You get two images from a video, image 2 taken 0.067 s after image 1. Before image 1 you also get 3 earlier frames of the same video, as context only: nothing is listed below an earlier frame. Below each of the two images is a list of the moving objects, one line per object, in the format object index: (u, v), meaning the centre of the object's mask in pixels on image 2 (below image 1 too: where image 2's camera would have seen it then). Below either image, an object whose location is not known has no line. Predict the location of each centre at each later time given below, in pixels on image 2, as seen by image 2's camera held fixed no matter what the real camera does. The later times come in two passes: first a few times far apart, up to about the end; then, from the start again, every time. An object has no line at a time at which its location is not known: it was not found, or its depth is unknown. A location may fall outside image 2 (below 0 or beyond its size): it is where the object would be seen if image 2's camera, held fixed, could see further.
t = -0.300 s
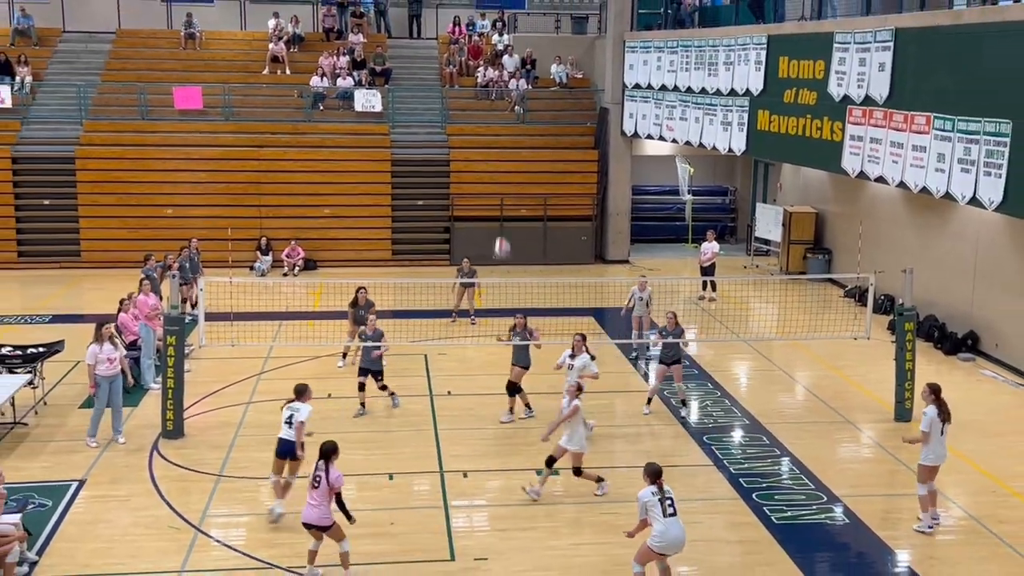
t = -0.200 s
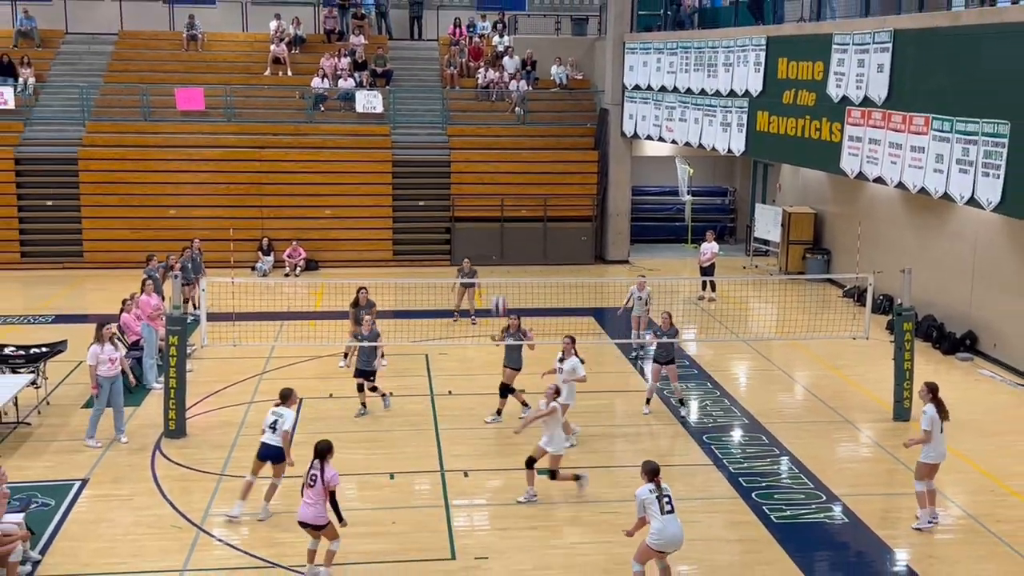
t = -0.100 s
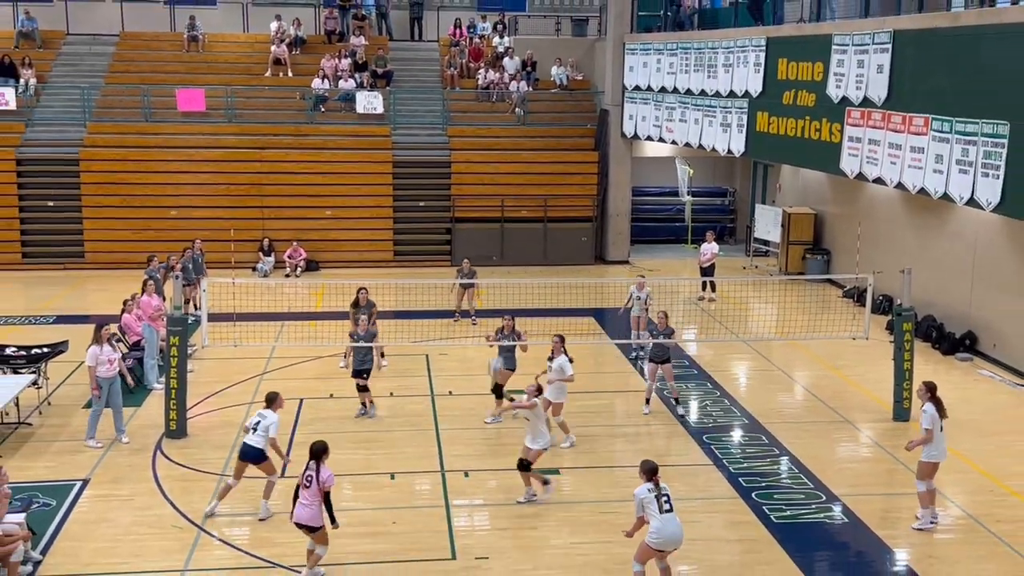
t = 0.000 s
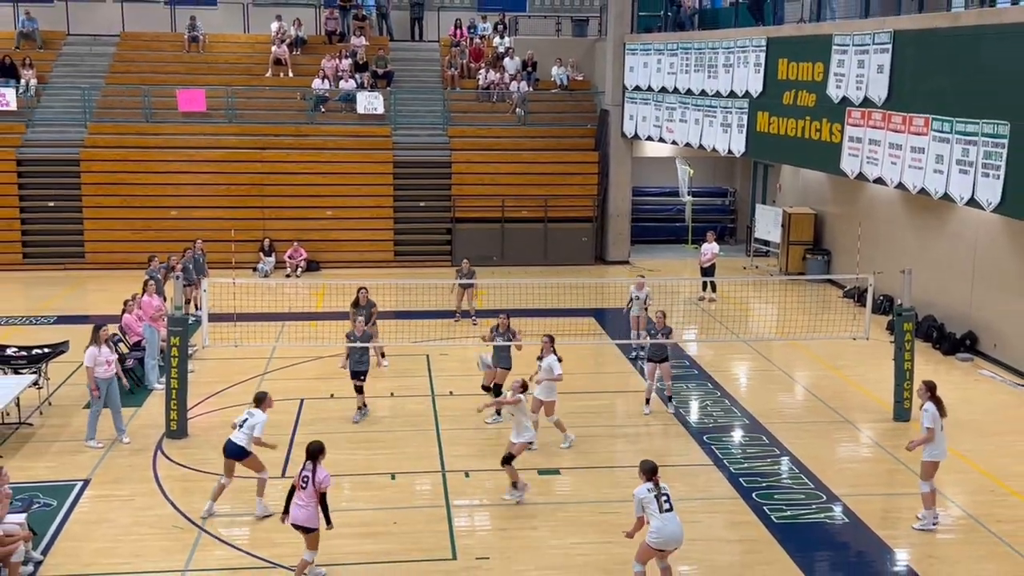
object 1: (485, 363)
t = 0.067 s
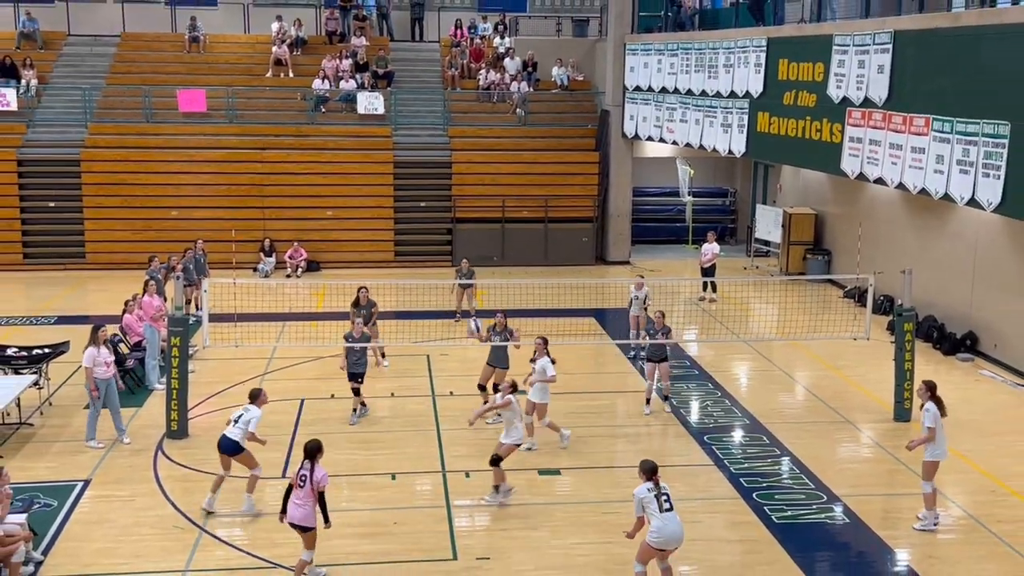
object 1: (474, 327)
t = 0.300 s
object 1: (433, 236)
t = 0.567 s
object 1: (389, 183)
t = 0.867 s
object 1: (339, 199)
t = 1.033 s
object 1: (312, 240)
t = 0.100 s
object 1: (466, 310)
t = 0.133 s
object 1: (462, 297)
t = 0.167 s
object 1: (456, 283)
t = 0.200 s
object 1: (451, 270)
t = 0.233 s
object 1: (445, 257)
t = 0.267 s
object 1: (440, 246)
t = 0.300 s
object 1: (433, 236)
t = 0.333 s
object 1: (428, 226)
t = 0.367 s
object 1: (423, 216)
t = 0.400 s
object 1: (417, 210)
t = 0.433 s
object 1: (412, 203)
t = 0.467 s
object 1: (405, 196)
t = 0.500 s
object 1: (400, 192)
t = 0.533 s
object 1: (395, 187)
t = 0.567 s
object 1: (389, 183)
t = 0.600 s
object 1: (384, 181)
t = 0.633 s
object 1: (377, 180)
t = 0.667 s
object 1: (372, 180)
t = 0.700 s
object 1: (367, 181)
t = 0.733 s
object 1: (361, 183)
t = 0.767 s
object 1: (356, 184)
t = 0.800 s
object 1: (350, 189)
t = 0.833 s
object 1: (345, 193)
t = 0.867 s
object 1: (339, 199)
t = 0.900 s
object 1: (333, 205)
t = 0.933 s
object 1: (328, 212)
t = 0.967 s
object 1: (323, 220)
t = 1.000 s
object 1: (318, 230)
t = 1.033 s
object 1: (312, 240)
